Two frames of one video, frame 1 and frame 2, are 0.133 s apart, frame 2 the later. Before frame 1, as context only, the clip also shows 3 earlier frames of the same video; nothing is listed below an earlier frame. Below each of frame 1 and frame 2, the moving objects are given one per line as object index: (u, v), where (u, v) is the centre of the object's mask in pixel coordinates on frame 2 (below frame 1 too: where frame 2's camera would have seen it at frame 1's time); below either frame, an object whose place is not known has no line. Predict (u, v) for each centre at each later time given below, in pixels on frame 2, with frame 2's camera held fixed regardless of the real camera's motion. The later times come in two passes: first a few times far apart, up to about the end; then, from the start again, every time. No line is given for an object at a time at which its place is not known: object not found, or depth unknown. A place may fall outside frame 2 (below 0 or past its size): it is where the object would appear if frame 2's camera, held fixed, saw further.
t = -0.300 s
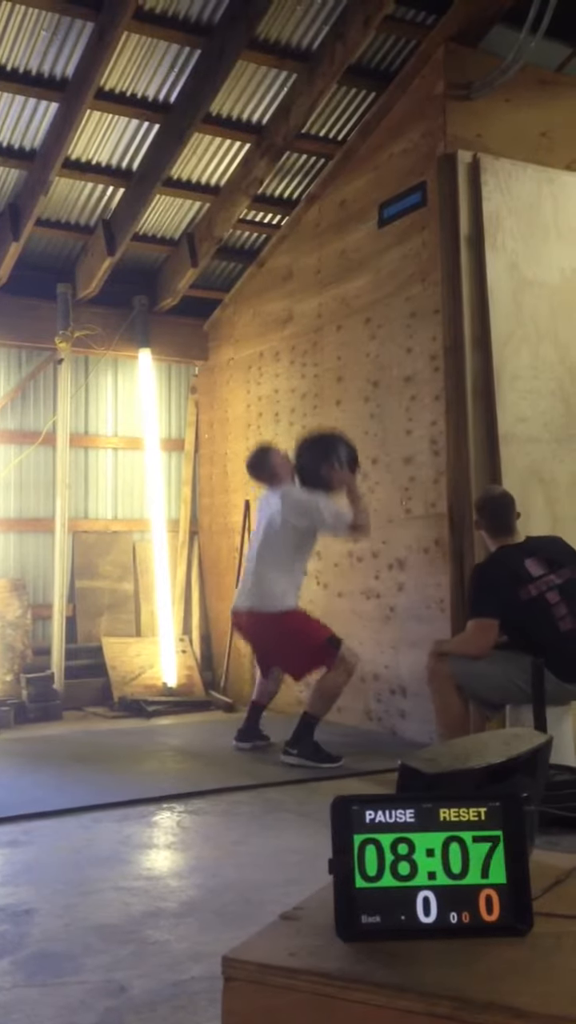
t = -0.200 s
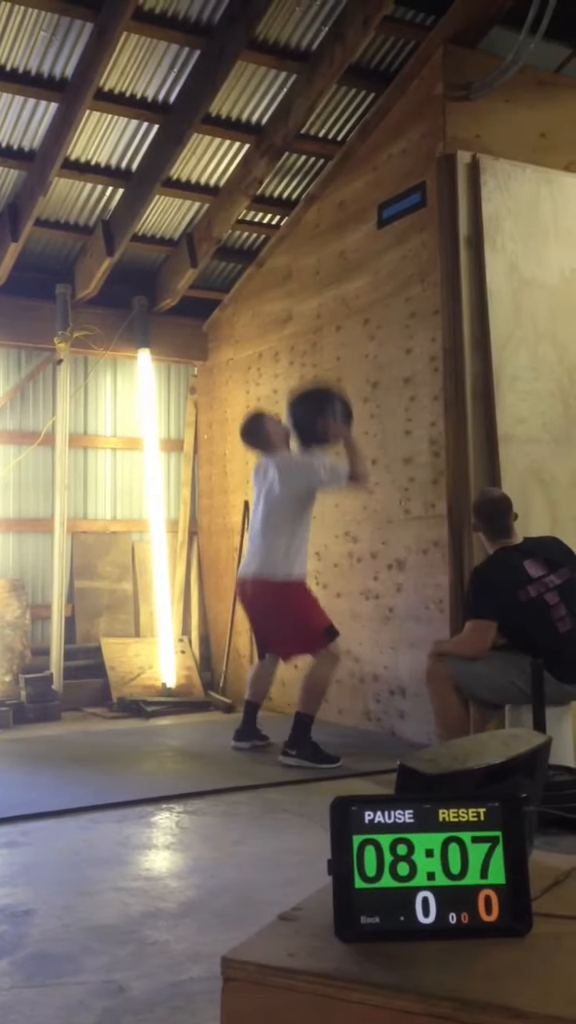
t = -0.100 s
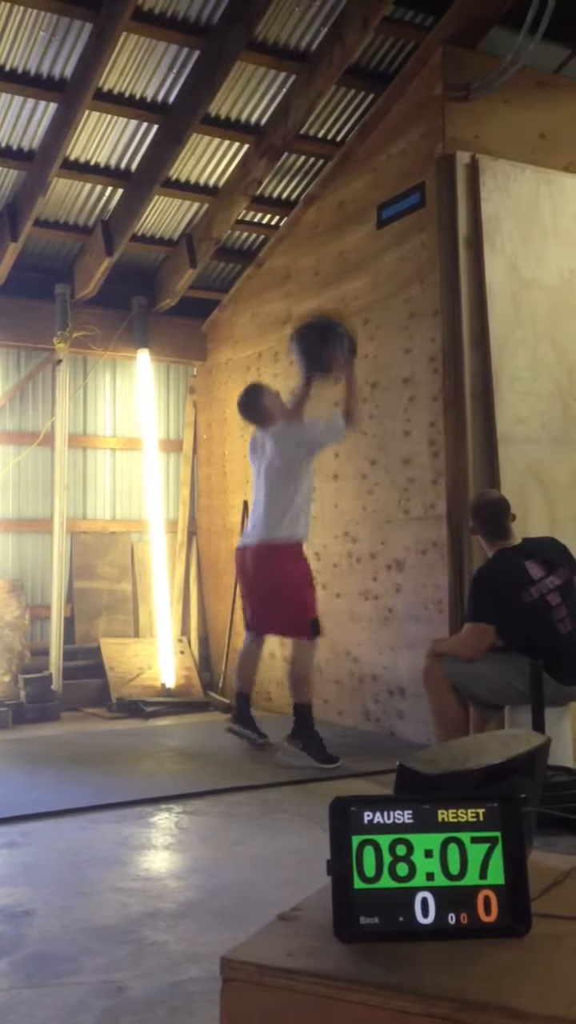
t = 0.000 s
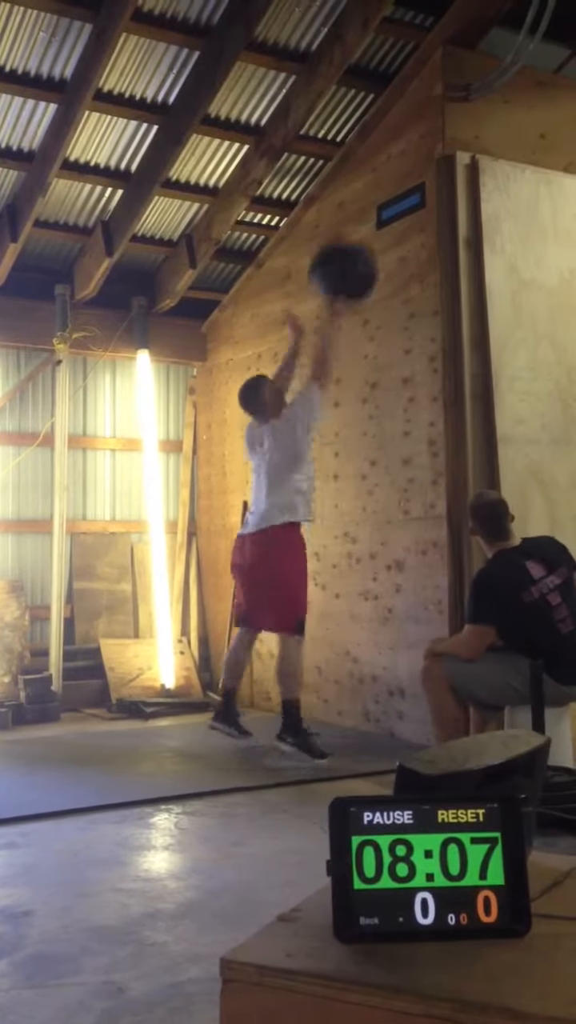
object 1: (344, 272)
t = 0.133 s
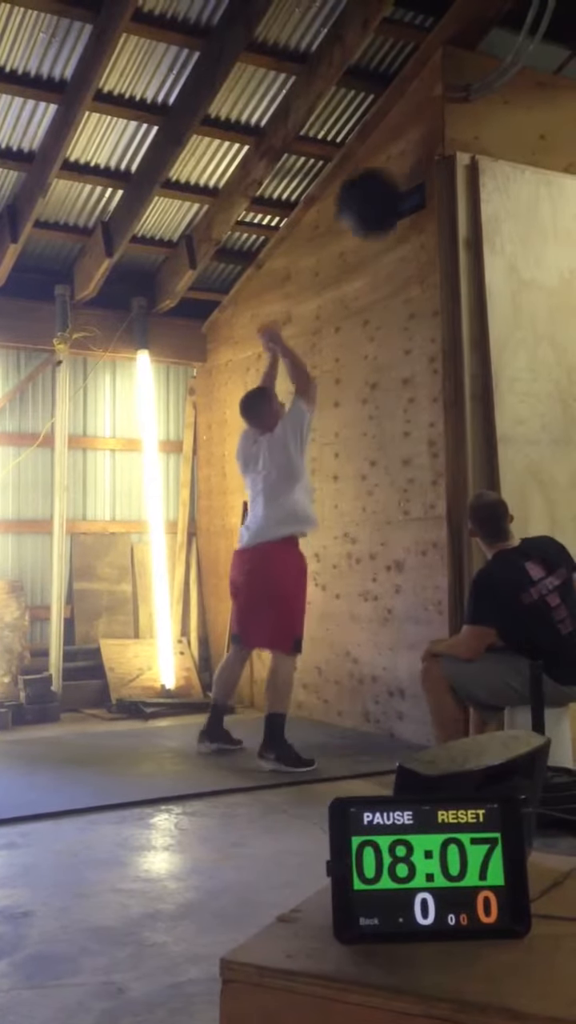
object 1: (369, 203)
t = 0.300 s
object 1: (376, 159)
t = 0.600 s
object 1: (334, 196)
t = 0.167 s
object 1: (384, 191)
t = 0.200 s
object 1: (388, 181)
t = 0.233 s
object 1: (388, 173)
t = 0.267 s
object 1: (381, 164)
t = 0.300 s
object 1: (376, 159)
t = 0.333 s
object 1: (370, 157)
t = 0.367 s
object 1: (365, 155)
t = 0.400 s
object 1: (362, 155)
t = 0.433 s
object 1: (357, 157)
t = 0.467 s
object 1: (352, 161)
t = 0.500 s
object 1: (348, 167)
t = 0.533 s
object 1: (343, 175)
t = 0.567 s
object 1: (338, 184)
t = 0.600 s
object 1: (334, 196)
